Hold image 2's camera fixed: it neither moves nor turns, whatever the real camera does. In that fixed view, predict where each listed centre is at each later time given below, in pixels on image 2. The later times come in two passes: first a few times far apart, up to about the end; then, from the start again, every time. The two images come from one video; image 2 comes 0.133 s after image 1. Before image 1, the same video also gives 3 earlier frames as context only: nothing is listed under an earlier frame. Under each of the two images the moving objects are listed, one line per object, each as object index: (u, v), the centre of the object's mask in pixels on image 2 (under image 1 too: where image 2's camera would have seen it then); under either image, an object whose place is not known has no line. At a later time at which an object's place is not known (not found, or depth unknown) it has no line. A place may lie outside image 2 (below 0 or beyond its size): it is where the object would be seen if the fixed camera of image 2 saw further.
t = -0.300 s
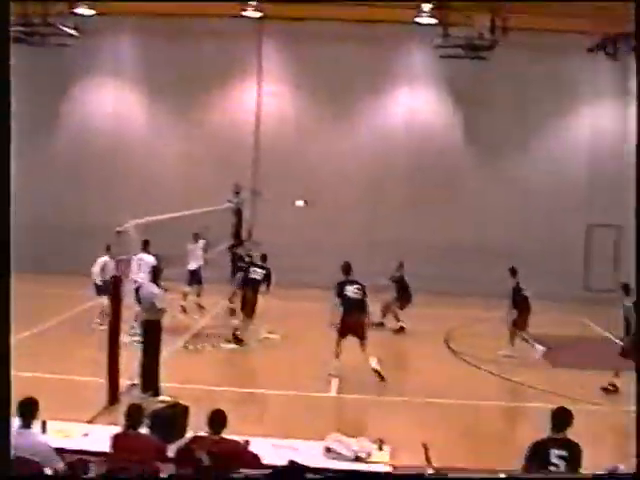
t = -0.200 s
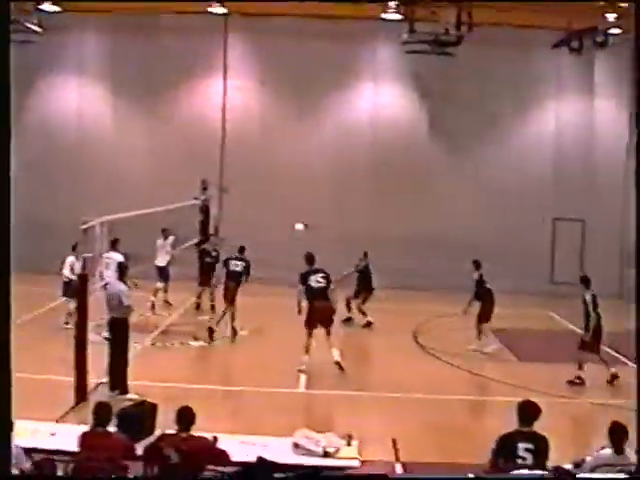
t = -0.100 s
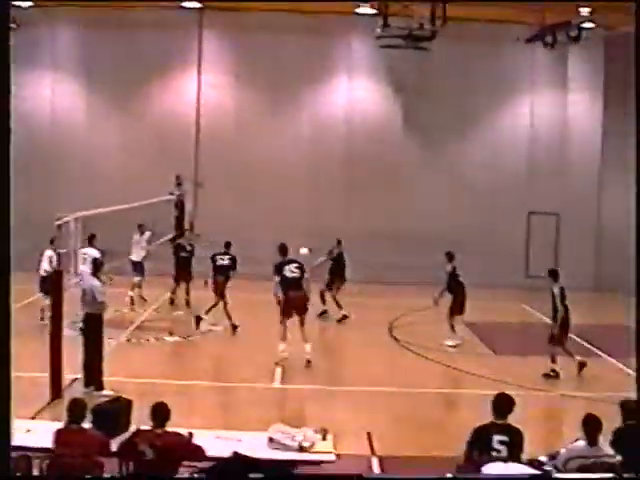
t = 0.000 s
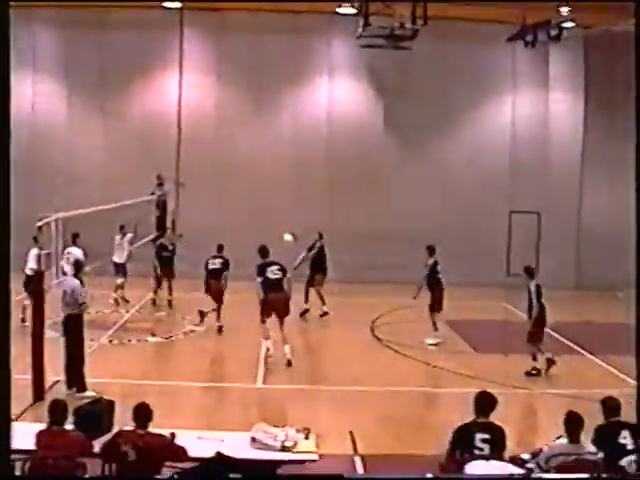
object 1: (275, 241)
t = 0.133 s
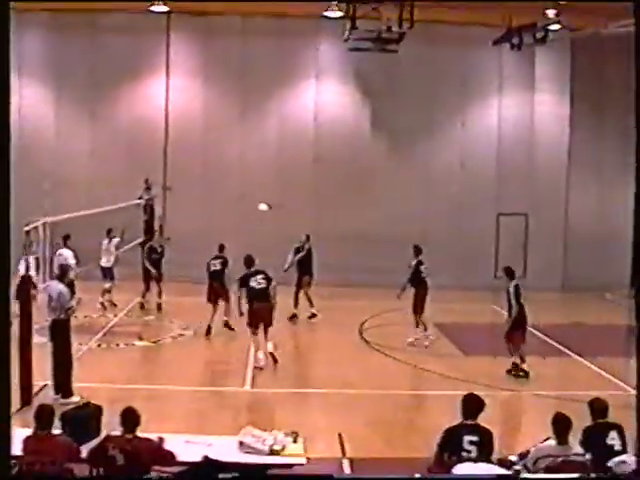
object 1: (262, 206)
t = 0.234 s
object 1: (254, 187)
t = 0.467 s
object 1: (232, 160)
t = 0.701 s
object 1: (212, 158)
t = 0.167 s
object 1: (259, 200)
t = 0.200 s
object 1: (256, 193)
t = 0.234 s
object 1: (254, 187)
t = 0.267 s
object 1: (250, 181)
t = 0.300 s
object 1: (247, 177)
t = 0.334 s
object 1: (244, 173)
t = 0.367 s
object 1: (241, 169)
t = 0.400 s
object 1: (238, 165)
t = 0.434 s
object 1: (235, 162)
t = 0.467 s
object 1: (232, 160)
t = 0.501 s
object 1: (229, 158)
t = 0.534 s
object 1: (226, 157)
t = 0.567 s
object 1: (223, 156)
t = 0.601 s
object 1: (220, 156)
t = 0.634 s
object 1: (218, 156)
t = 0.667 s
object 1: (215, 157)
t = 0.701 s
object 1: (212, 158)
